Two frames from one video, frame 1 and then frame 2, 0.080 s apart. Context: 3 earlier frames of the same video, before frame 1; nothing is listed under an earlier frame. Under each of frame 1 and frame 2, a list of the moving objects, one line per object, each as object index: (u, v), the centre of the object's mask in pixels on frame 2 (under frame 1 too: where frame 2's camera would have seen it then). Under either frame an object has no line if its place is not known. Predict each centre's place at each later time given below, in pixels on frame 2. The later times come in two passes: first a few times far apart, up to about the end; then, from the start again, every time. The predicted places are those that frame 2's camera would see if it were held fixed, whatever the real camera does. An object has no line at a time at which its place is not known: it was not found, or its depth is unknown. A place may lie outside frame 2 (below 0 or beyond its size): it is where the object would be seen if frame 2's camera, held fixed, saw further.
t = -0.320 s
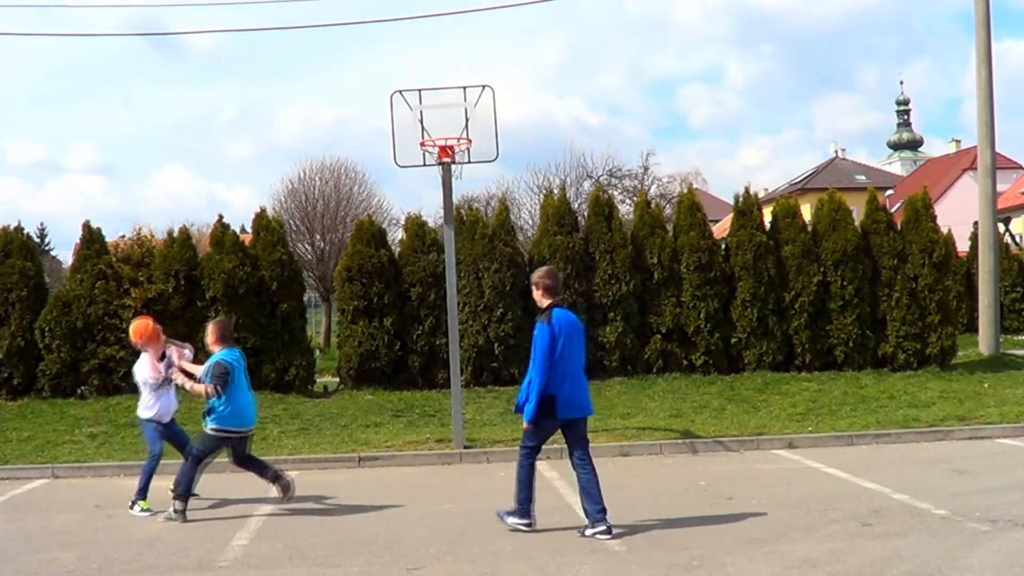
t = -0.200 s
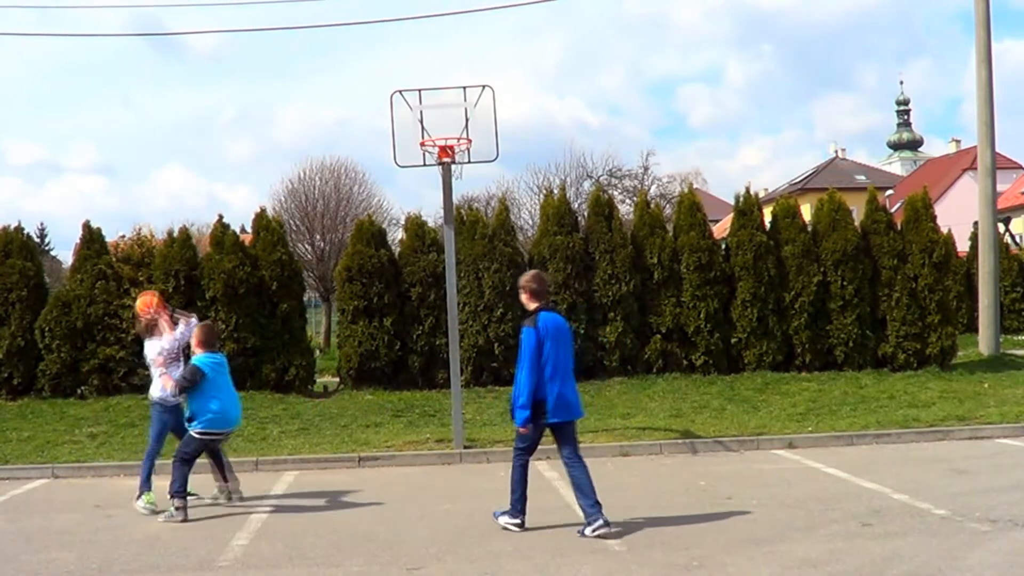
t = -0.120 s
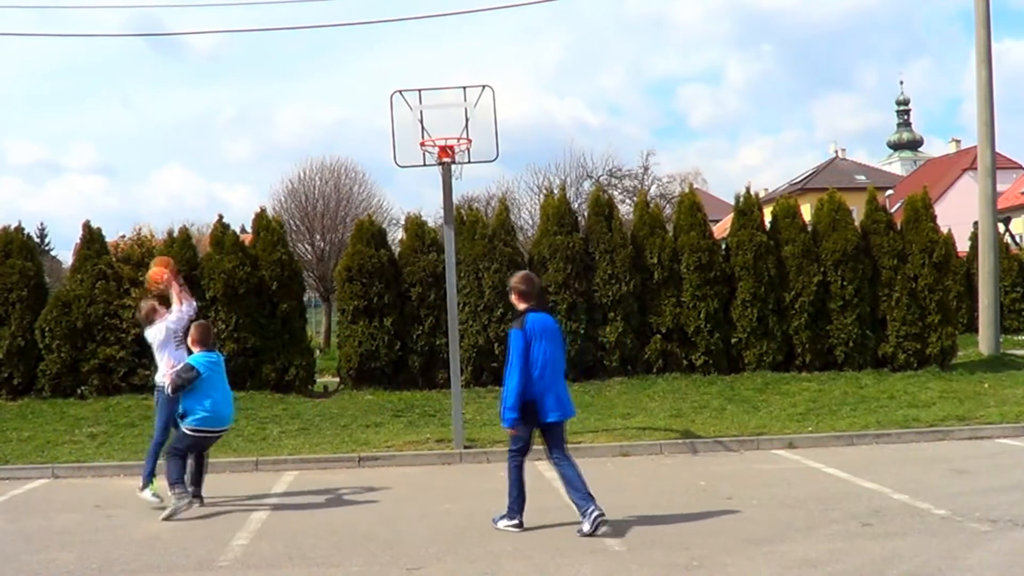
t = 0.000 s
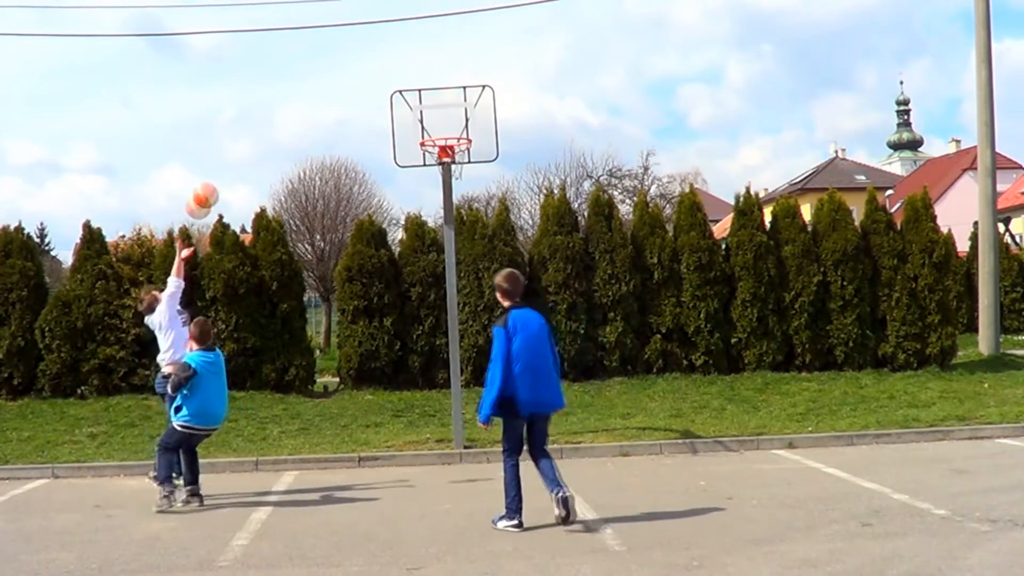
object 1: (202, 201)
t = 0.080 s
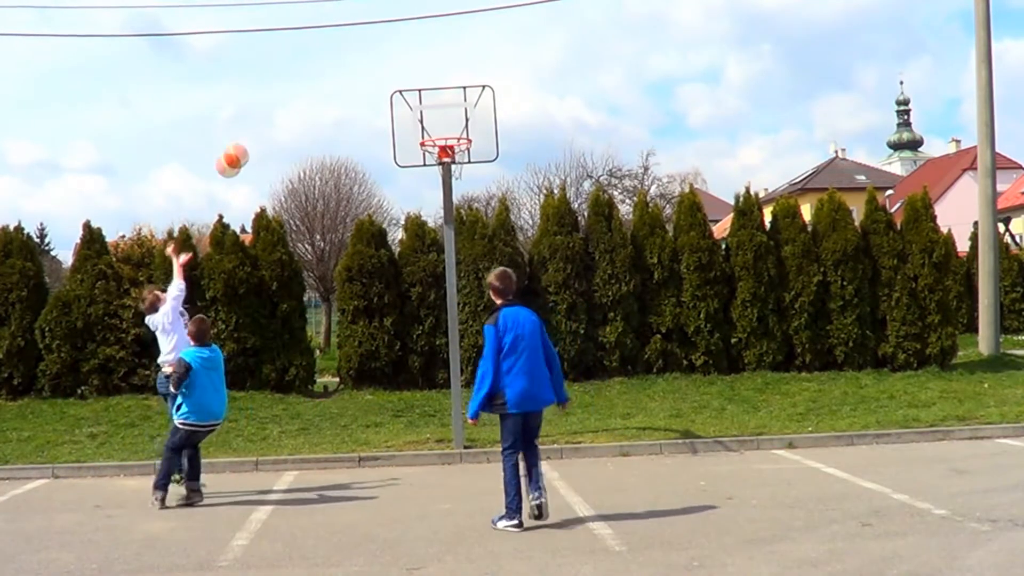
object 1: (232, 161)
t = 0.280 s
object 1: (306, 93)
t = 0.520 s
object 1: (390, 74)
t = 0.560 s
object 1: (404, 77)
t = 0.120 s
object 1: (247, 143)
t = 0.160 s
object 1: (261, 128)
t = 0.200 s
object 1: (276, 115)
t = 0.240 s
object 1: (291, 103)
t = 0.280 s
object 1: (306, 93)
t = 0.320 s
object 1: (320, 86)
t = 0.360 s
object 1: (334, 80)
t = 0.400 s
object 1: (348, 76)
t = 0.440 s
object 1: (362, 73)
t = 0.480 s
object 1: (376, 73)
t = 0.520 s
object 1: (390, 74)
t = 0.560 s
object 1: (404, 77)
